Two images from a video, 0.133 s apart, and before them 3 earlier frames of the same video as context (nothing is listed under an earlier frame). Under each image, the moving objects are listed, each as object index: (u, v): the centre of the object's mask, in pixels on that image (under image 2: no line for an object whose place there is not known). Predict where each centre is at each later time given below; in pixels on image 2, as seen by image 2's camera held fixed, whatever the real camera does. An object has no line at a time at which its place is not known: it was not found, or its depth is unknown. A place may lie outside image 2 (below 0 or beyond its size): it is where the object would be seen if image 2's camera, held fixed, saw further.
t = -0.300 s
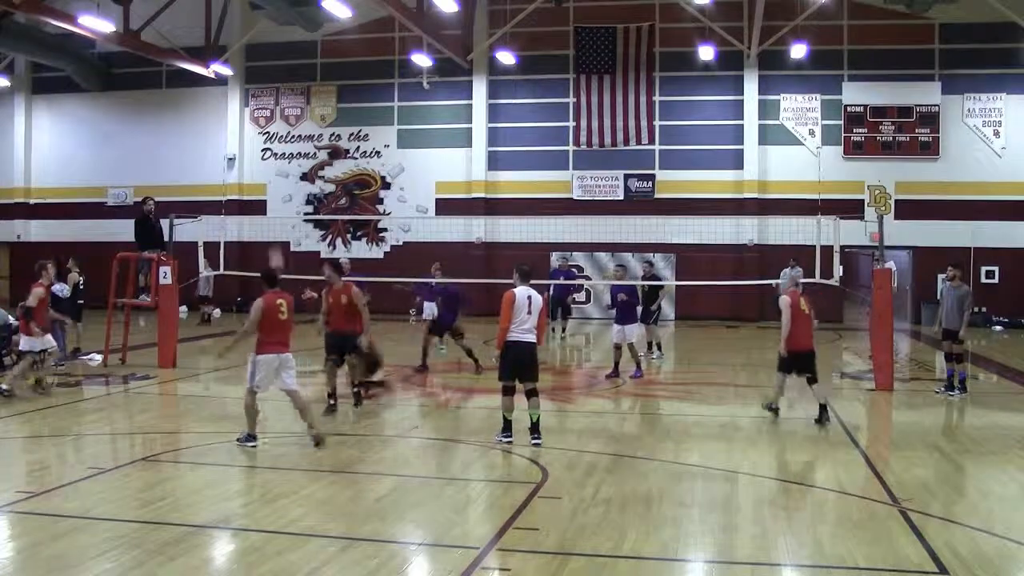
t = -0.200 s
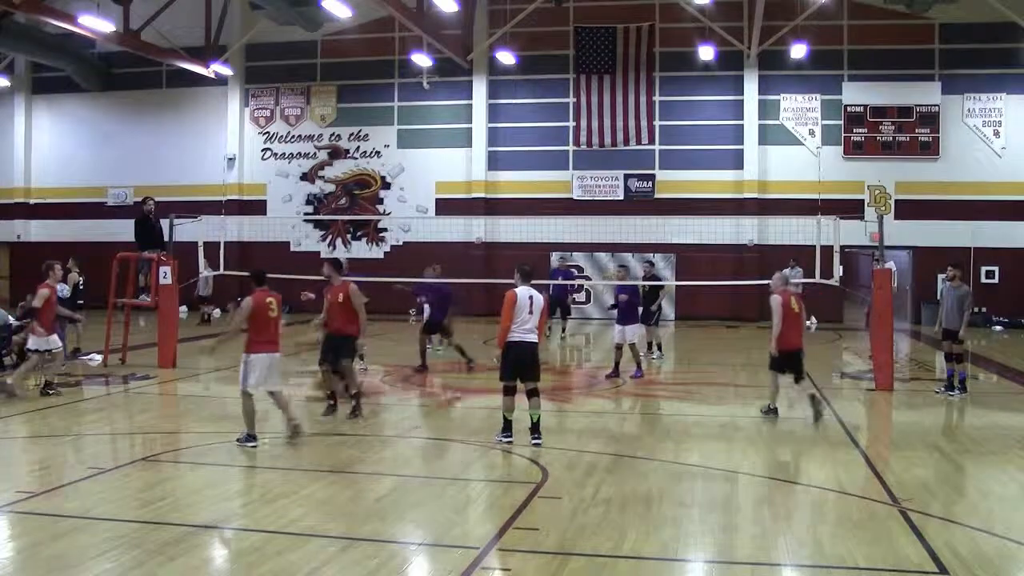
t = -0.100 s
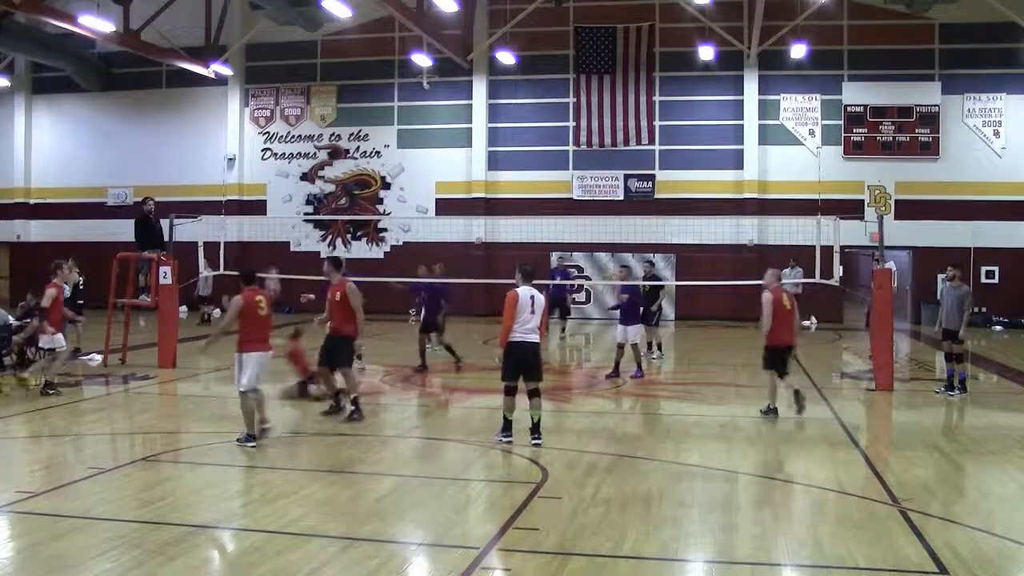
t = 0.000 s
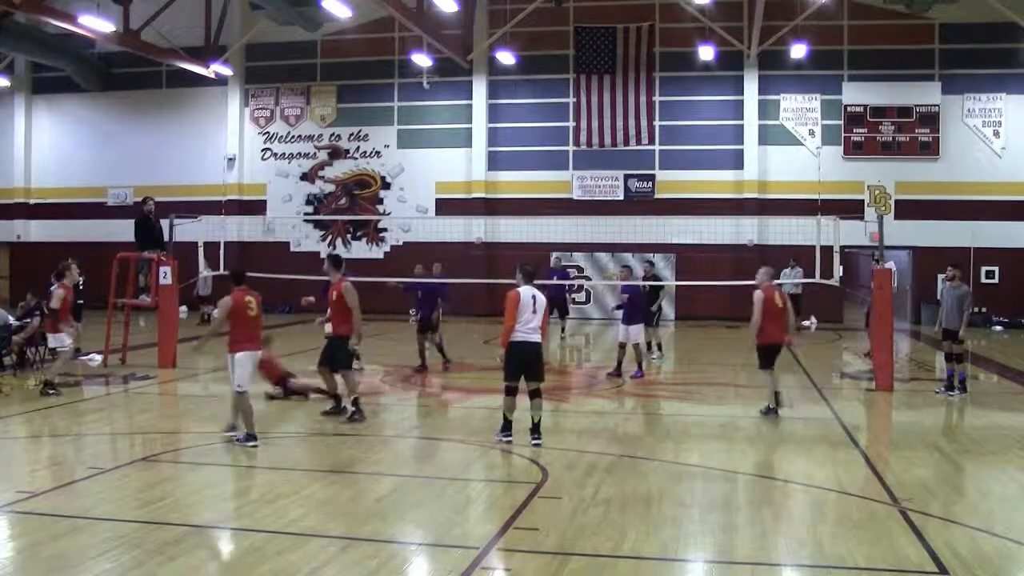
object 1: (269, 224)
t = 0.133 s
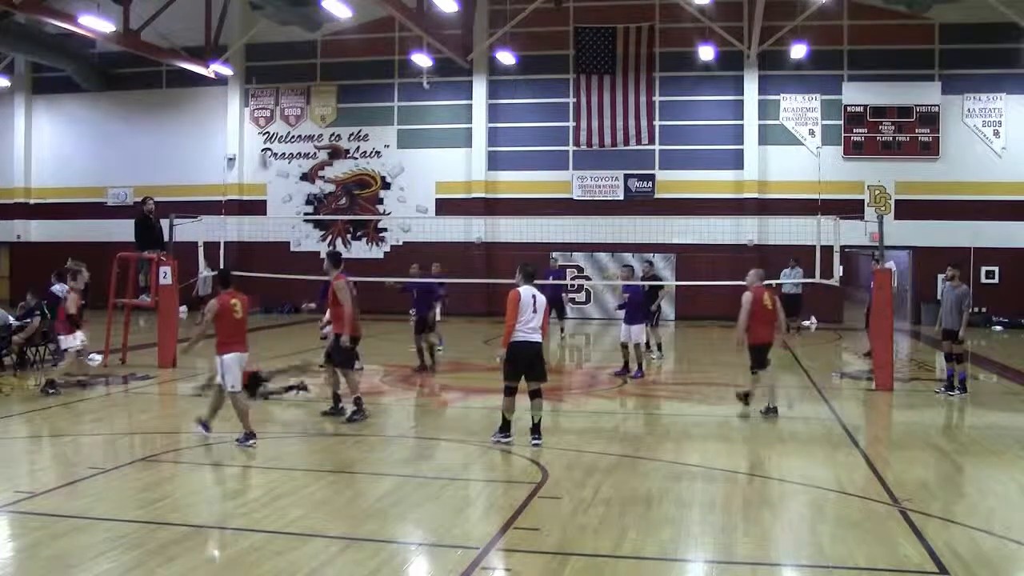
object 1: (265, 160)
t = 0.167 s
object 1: (262, 147)
